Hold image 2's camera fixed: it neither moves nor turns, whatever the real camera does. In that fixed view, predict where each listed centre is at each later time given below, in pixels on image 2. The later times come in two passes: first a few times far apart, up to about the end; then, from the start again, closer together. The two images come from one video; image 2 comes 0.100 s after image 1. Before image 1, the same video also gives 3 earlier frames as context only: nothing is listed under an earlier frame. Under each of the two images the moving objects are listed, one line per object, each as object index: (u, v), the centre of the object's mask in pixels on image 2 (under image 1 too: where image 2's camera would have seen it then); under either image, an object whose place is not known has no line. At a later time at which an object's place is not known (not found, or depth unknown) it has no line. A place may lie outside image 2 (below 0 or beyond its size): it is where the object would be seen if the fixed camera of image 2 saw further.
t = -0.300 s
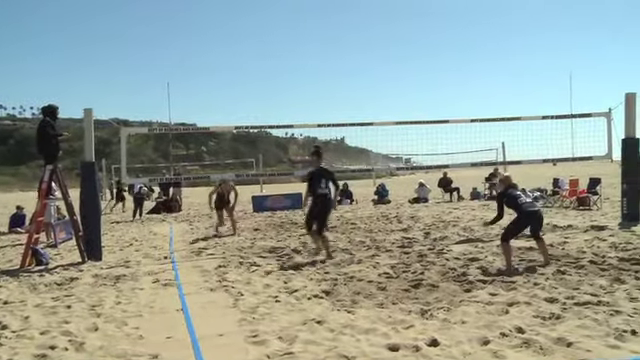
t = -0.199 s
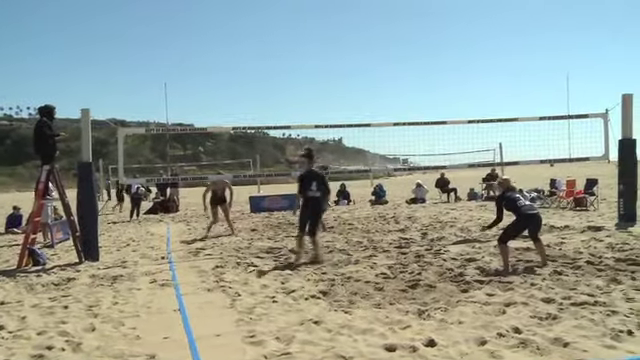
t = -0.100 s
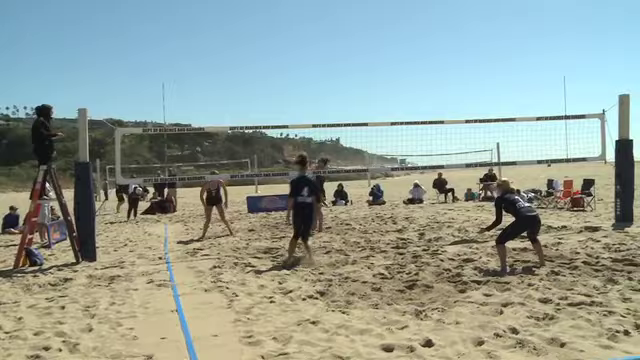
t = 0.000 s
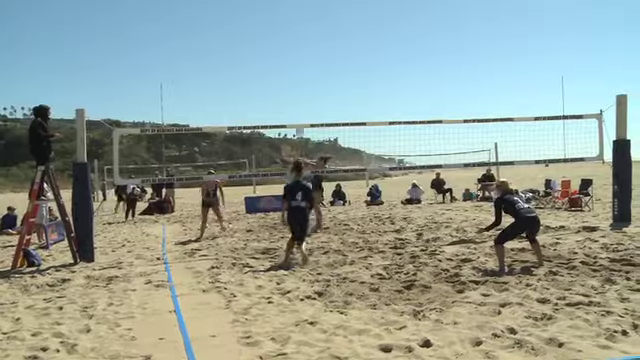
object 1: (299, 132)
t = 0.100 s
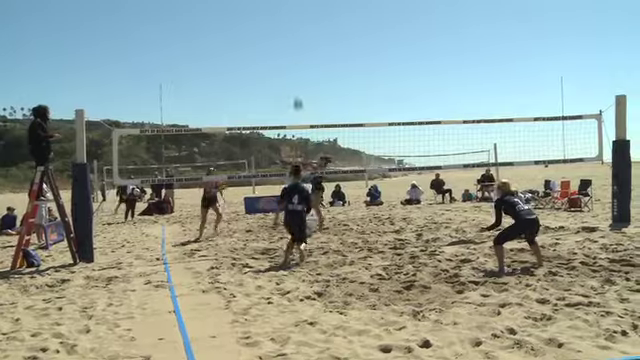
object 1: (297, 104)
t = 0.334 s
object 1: (296, 57)
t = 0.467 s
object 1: (296, 41)
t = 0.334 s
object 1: (296, 57)
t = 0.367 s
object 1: (297, 51)
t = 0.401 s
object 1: (297, 47)
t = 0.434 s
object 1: (296, 44)
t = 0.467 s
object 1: (296, 41)
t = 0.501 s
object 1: (295, 38)
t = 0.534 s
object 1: (295, 36)
